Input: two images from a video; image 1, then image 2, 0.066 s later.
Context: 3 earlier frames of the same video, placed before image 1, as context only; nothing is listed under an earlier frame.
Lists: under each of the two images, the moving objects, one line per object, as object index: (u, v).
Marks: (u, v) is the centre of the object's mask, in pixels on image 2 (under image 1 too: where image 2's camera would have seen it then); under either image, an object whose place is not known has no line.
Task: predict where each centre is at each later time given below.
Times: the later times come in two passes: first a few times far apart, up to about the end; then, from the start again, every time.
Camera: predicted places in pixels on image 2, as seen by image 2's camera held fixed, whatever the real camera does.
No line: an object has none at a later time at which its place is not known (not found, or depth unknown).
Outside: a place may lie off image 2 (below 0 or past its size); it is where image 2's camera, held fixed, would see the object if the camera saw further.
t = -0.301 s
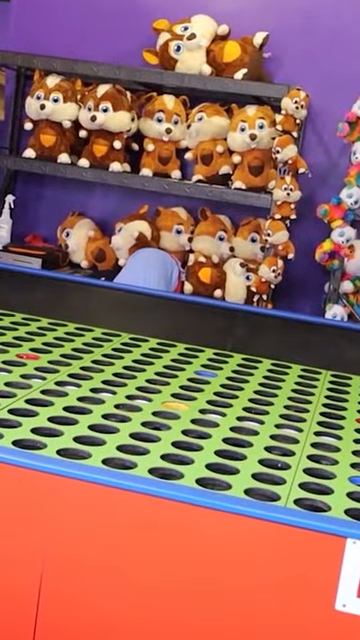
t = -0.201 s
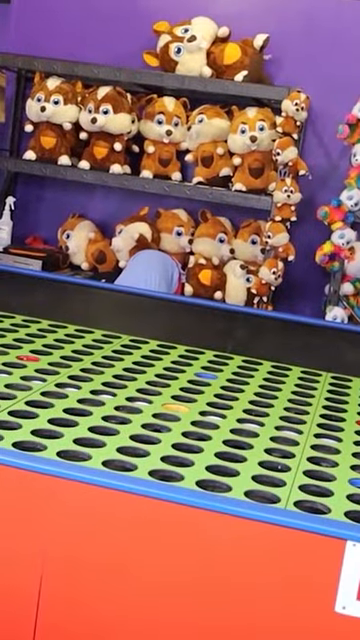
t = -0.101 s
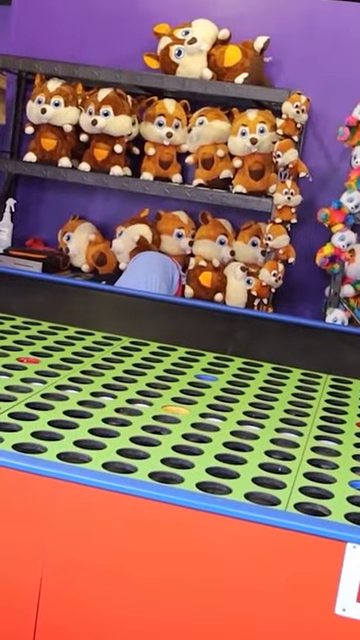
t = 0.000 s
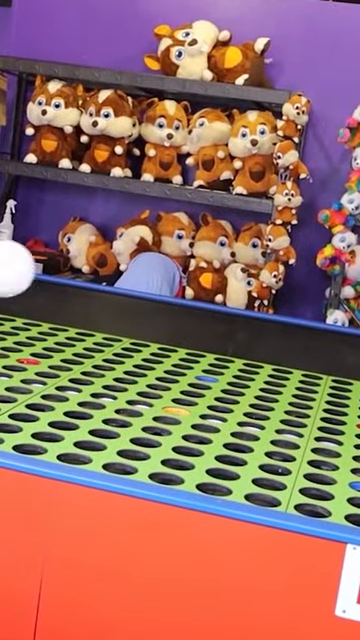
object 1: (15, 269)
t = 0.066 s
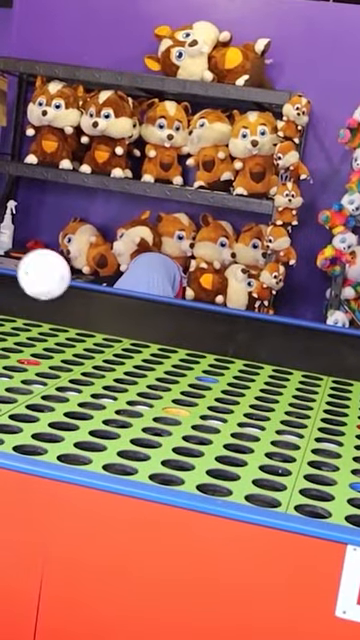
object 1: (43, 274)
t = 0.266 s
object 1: (101, 408)
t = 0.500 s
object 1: (156, 435)
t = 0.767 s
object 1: (171, 374)
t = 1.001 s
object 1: (185, 343)
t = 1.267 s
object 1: (198, 386)
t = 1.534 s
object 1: (174, 388)
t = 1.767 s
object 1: (178, 407)
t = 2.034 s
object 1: (176, 409)
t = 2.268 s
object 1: (176, 410)
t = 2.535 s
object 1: (176, 409)
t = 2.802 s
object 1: (176, 409)
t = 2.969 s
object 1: (176, 409)
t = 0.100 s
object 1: (59, 287)
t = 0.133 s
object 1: (71, 304)
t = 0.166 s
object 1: (81, 325)
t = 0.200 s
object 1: (89, 350)
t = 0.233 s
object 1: (96, 378)
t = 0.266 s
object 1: (101, 408)
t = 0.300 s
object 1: (105, 439)
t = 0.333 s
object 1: (110, 467)
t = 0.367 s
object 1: (120, 464)
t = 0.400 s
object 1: (131, 456)
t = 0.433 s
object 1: (141, 449)
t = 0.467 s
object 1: (149, 446)
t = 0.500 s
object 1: (156, 435)
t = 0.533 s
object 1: (160, 424)
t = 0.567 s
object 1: (163, 409)
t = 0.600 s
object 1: (165, 397)
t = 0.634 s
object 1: (167, 390)
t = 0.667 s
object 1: (168, 387)
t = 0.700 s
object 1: (168, 387)
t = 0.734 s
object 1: (169, 383)
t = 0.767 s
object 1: (171, 374)
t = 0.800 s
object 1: (173, 368)
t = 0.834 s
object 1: (174, 364)
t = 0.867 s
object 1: (174, 363)
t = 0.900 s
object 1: (175, 365)
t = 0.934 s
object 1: (177, 359)
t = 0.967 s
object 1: (181, 349)
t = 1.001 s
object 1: (185, 343)
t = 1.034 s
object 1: (188, 339)
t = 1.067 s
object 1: (191, 338)
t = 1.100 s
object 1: (193, 339)
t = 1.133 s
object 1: (196, 344)
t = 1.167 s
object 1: (197, 351)
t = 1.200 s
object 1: (198, 362)
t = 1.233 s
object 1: (199, 377)
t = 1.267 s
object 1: (198, 386)
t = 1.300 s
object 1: (193, 387)
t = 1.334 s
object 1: (190, 385)
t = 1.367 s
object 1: (185, 384)
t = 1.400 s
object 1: (181, 387)
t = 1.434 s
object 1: (176, 393)
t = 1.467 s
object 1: (175, 388)
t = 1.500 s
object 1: (175, 387)
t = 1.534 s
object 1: (174, 388)
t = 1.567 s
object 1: (173, 392)
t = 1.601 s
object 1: (171, 395)
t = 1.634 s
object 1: (171, 395)
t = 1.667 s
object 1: (171, 396)
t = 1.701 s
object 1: (171, 401)
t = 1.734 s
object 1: (174, 404)
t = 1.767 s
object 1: (178, 407)
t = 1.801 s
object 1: (180, 407)
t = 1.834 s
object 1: (180, 407)
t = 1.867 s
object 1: (177, 408)
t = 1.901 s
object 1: (176, 408)
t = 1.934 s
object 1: (177, 409)
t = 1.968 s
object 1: (177, 409)
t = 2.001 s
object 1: (176, 408)
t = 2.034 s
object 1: (176, 409)
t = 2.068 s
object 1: (177, 409)
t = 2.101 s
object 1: (176, 409)
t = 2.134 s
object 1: (177, 409)
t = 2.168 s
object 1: (176, 409)
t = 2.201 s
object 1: (176, 409)
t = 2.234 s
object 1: (176, 409)
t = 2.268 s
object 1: (176, 410)
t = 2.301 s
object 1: (176, 410)
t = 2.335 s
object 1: (176, 409)
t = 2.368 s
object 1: (176, 409)
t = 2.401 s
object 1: (176, 409)
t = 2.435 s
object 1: (176, 410)
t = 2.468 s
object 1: (176, 410)
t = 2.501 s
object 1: (176, 410)
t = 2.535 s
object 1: (176, 409)
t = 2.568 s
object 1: (176, 410)
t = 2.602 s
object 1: (176, 410)
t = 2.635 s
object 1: (176, 409)
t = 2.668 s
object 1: (176, 409)
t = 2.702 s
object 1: (176, 409)
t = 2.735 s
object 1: (176, 409)
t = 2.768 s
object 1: (176, 409)
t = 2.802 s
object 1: (176, 409)
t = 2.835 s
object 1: (176, 409)
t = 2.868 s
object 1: (176, 409)
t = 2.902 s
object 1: (176, 409)
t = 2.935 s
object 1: (176, 409)
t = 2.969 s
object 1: (176, 409)
